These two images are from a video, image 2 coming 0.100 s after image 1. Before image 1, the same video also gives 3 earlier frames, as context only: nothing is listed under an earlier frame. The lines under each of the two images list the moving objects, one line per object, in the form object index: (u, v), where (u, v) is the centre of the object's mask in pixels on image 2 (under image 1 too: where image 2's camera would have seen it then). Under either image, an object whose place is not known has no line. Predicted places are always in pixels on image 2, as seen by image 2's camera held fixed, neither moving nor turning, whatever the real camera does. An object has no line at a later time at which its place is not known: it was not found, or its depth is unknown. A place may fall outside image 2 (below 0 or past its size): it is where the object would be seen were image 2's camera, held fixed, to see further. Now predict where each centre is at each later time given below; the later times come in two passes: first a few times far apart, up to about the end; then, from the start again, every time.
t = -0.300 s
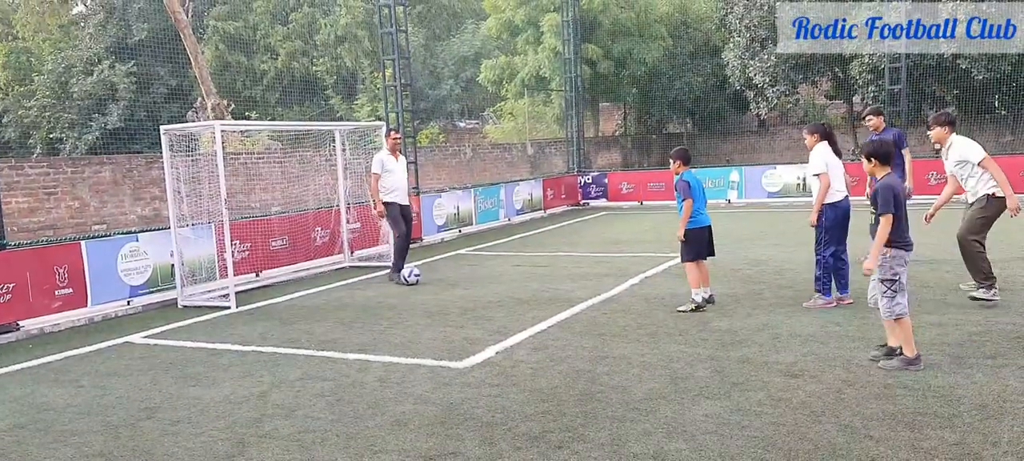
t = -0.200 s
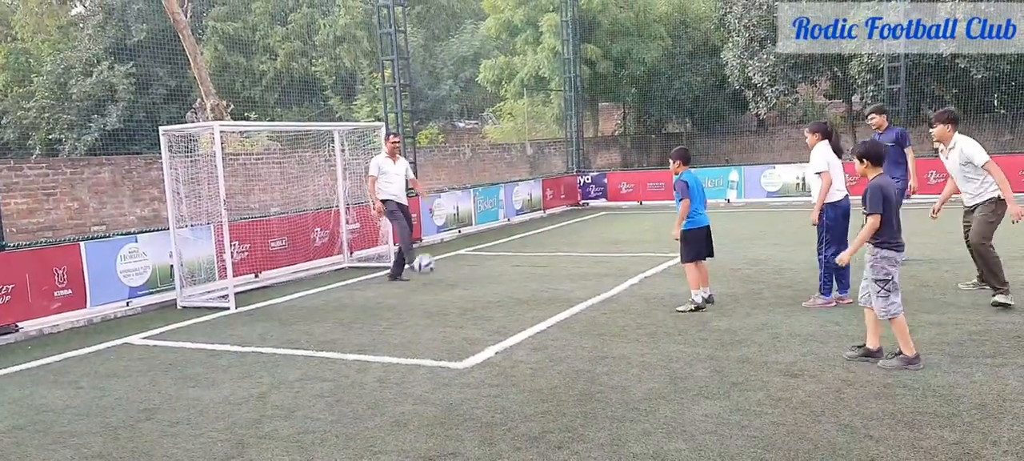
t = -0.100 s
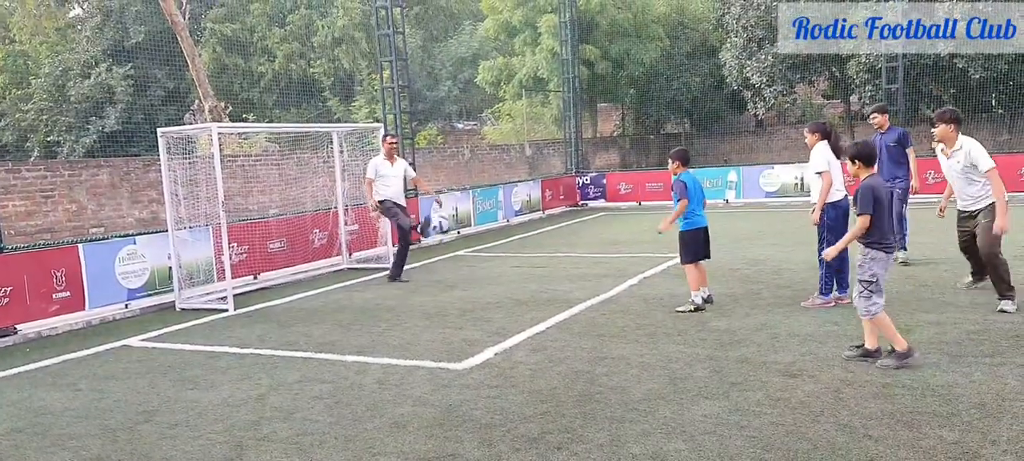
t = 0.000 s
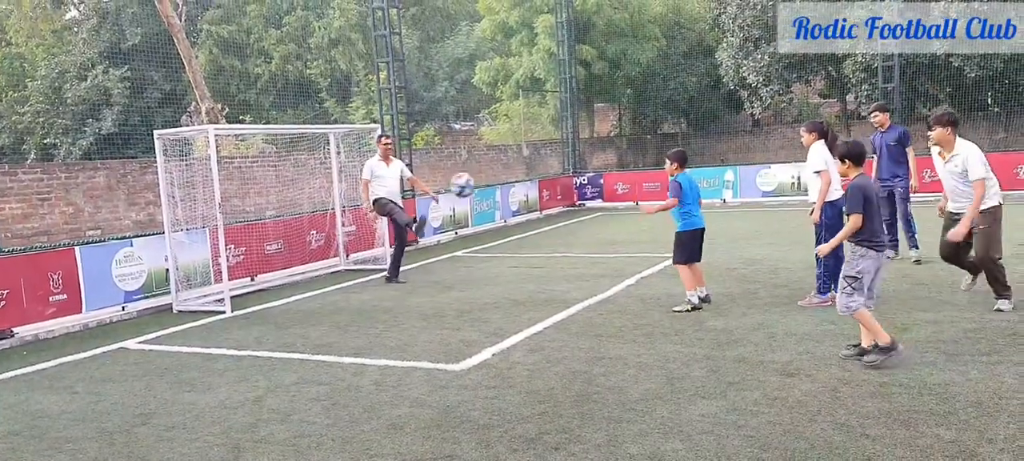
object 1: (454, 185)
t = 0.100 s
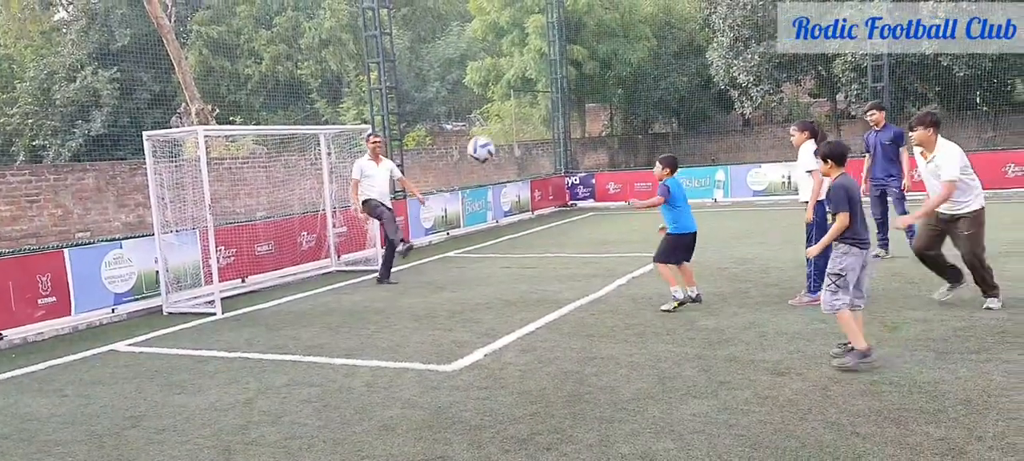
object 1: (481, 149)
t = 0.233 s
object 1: (527, 110)
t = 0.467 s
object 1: (657, 85)
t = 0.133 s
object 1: (491, 138)
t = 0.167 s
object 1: (502, 128)
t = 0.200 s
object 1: (512, 119)
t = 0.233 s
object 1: (527, 110)
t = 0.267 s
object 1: (541, 102)
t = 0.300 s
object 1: (557, 95)
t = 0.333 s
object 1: (573, 90)
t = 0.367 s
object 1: (592, 86)
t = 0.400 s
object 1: (612, 84)
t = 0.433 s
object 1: (634, 83)
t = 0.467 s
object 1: (657, 85)
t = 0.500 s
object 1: (684, 90)
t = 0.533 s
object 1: (717, 97)
